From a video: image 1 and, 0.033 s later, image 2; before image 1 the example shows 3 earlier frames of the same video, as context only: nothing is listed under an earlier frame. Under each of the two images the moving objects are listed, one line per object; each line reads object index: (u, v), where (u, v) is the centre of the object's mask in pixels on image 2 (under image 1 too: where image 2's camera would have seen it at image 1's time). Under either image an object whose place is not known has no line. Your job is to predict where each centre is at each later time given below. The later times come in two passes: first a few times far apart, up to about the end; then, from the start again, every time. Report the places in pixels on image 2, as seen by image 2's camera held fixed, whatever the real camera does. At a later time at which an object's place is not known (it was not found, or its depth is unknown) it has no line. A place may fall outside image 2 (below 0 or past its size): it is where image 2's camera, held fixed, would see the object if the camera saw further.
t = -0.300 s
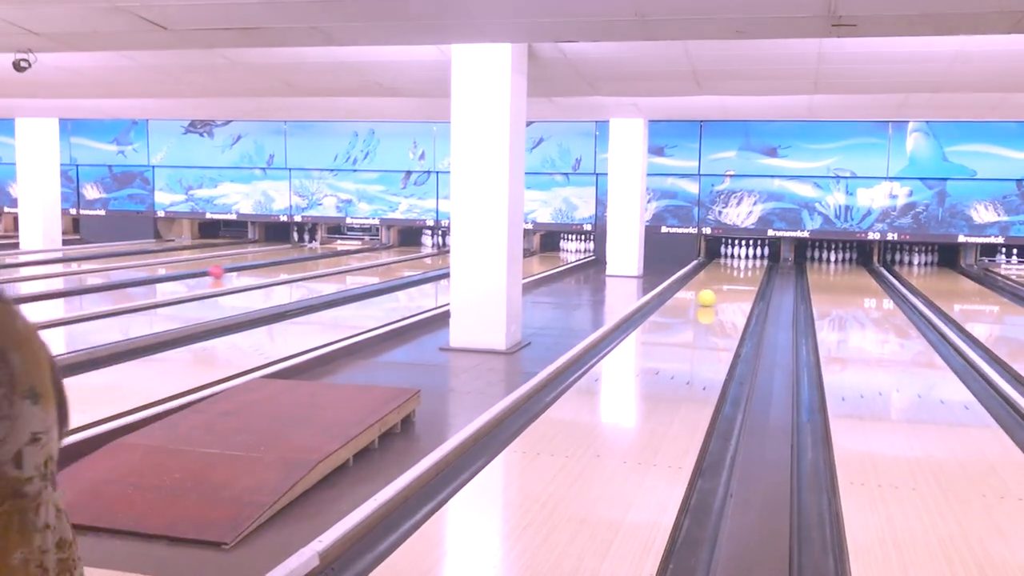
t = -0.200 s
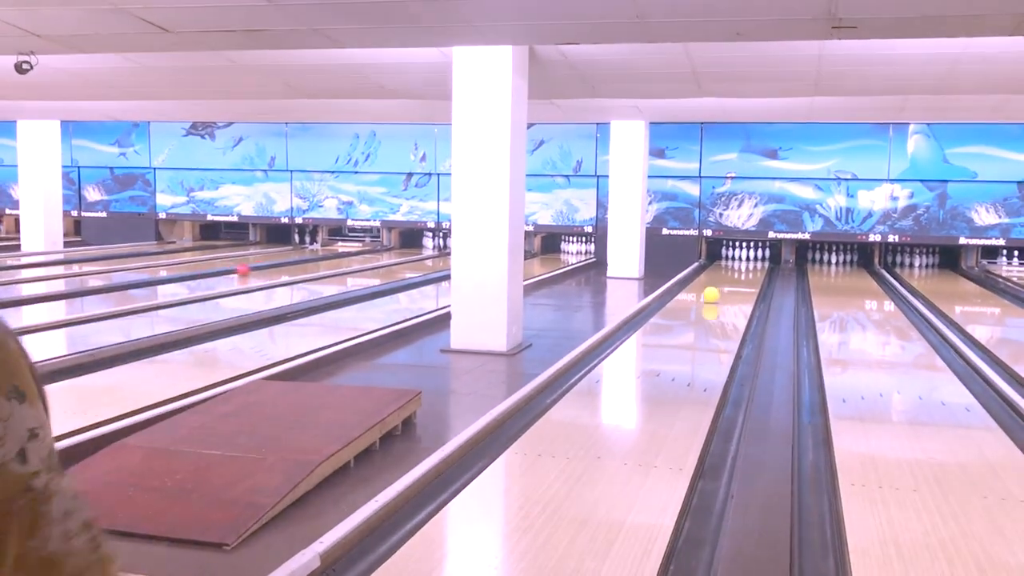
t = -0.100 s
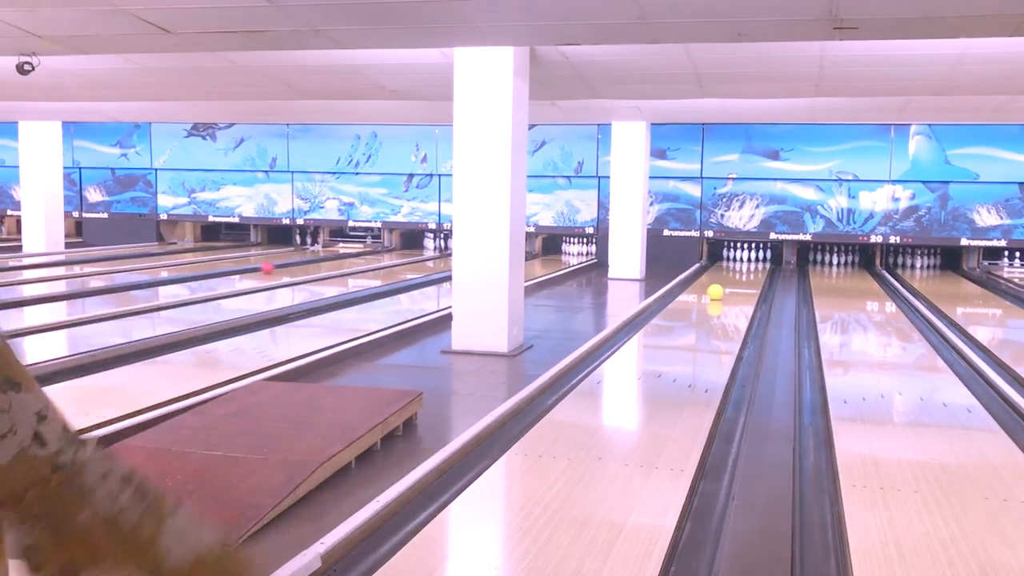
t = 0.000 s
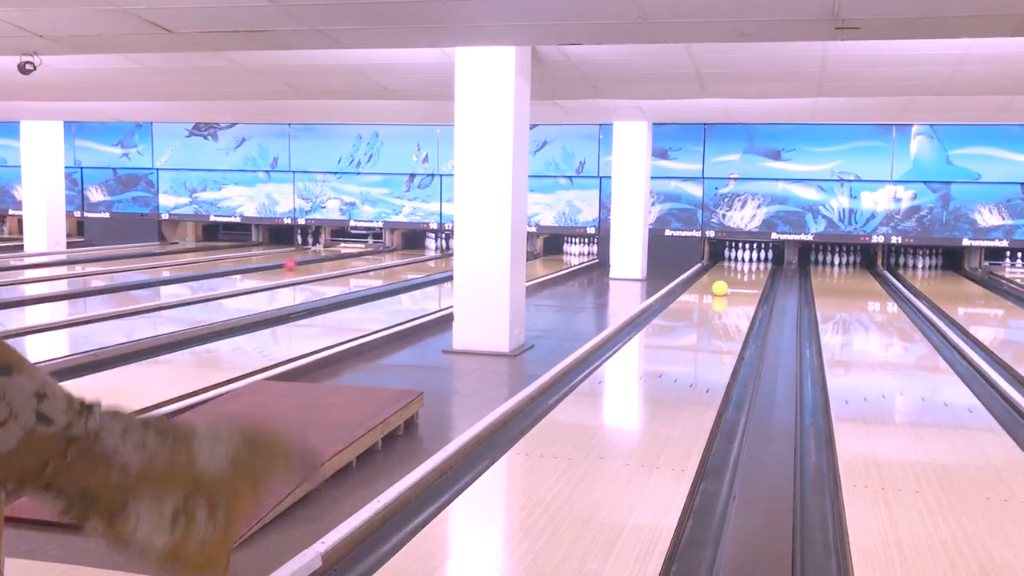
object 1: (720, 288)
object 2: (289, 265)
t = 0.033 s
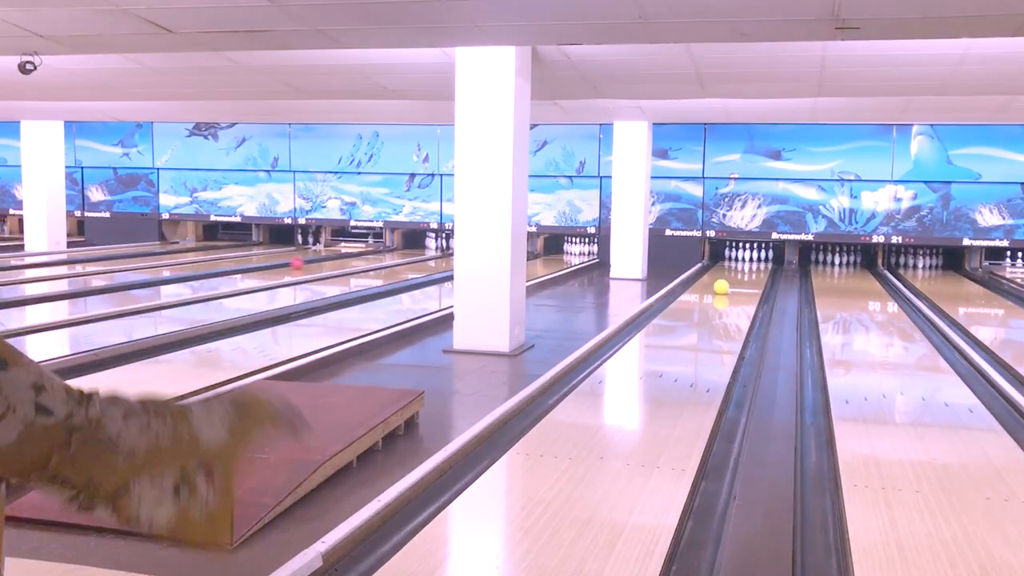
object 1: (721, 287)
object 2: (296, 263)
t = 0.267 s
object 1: (727, 280)
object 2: (338, 258)
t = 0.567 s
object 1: (734, 273)
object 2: (381, 251)
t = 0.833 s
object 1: (739, 267)
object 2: (411, 247)
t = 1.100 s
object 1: (742, 262)
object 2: (426, 245)
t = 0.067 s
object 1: (722, 286)
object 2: (303, 262)
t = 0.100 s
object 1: (722, 285)
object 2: (309, 262)
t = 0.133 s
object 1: (724, 284)
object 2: (315, 261)
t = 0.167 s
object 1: (725, 283)
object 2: (321, 260)
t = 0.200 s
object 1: (726, 282)
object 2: (327, 259)
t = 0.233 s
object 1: (727, 281)
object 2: (333, 258)
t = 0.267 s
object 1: (727, 280)
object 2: (338, 258)
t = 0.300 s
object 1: (728, 279)
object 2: (344, 257)
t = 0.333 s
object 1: (729, 278)
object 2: (349, 256)
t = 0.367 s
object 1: (730, 277)
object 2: (354, 256)
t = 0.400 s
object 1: (731, 277)
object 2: (359, 255)
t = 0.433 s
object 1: (731, 276)
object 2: (363, 254)
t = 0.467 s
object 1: (732, 275)
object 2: (367, 254)
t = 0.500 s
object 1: (733, 274)
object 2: (372, 253)
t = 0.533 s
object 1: (733, 274)
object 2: (377, 252)
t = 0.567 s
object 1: (734, 273)
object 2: (381, 251)
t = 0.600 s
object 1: (735, 272)
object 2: (385, 251)
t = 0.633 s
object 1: (735, 271)
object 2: (389, 251)
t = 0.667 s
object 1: (736, 270)
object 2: (393, 250)
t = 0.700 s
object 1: (737, 269)
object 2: (397, 249)
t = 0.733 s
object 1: (737, 269)
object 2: (401, 249)
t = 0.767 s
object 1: (738, 268)
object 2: (405, 248)
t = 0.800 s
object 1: (738, 268)
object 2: (408, 247)
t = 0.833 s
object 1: (739, 267)
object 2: (411, 247)
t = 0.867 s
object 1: (739, 267)
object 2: (415, 246)
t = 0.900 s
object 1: (740, 266)
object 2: (418, 246)
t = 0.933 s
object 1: (740, 265)
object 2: (421, 246)
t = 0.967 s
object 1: (740, 265)
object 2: (424, 245)
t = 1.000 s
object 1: (741, 264)
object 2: (425, 245)
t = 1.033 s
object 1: (741, 263)
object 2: (425, 244)
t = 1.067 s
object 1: (742, 263)
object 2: (426, 244)
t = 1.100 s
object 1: (742, 262)
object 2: (426, 245)
